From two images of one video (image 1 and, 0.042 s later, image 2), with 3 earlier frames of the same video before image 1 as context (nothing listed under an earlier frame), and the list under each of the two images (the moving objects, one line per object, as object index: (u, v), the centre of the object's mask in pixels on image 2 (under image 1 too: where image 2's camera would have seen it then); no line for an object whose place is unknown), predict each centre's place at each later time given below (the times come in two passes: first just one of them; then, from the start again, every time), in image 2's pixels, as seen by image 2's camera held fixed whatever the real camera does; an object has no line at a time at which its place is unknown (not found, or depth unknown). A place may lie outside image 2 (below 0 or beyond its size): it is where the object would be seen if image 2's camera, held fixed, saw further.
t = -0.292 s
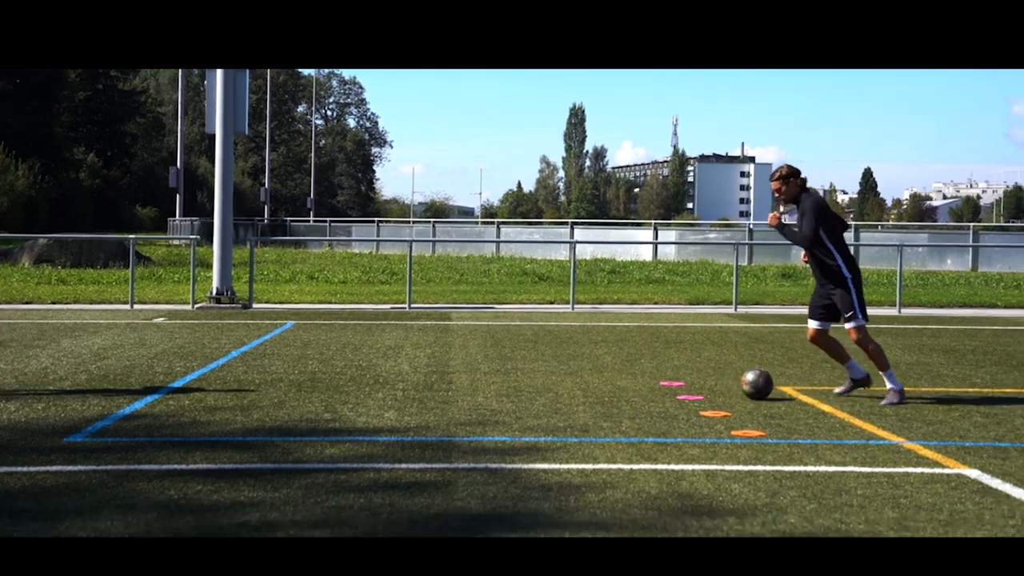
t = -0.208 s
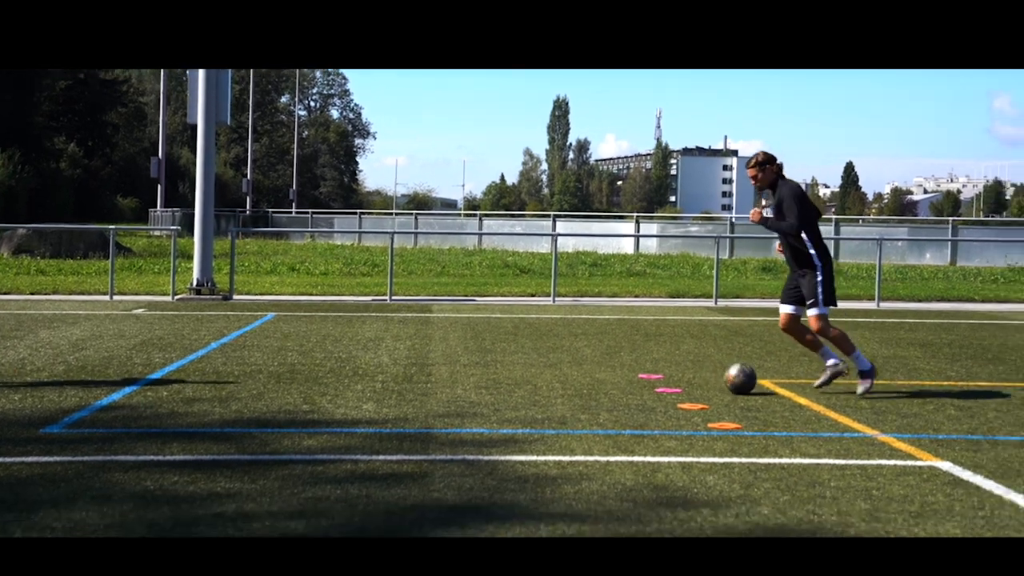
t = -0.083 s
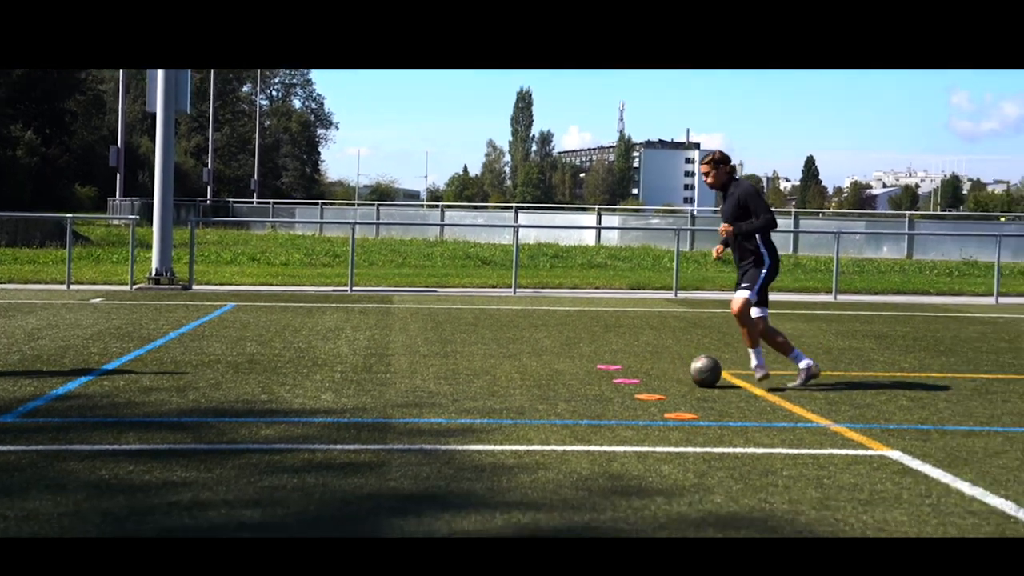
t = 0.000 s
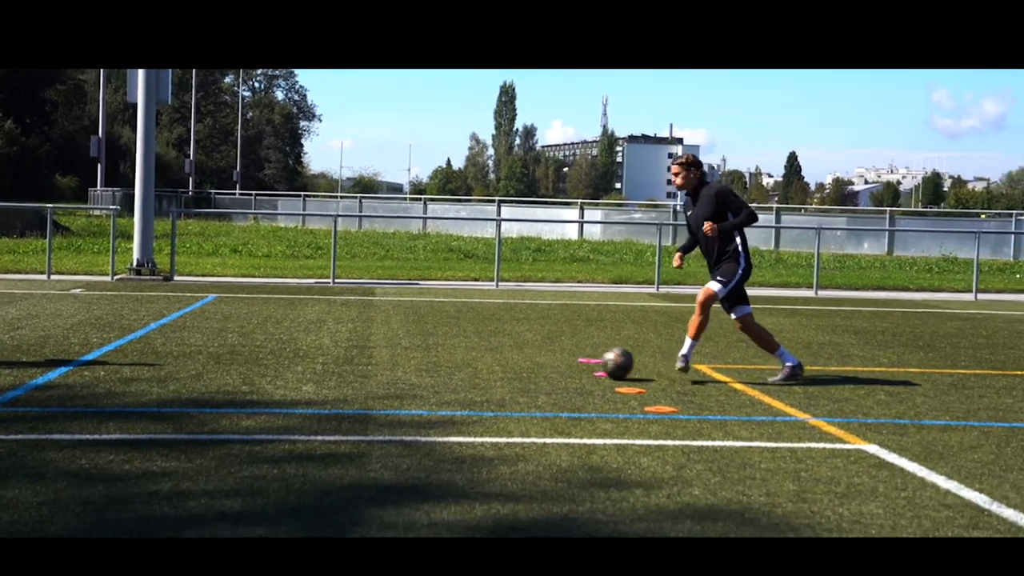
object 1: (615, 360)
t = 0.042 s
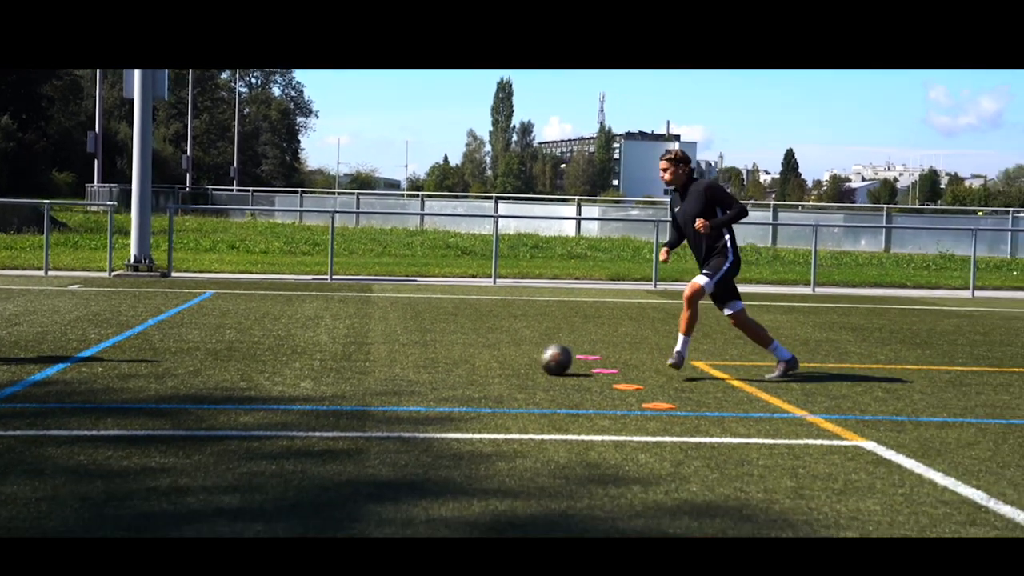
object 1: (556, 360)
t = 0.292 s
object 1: (238, 352)
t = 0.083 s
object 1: (501, 357)
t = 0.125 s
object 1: (446, 355)
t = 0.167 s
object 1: (391, 355)
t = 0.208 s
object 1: (340, 354)
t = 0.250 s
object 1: (289, 352)
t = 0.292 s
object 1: (238, 352)
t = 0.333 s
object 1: (190, 351)
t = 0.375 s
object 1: (143, 348)
